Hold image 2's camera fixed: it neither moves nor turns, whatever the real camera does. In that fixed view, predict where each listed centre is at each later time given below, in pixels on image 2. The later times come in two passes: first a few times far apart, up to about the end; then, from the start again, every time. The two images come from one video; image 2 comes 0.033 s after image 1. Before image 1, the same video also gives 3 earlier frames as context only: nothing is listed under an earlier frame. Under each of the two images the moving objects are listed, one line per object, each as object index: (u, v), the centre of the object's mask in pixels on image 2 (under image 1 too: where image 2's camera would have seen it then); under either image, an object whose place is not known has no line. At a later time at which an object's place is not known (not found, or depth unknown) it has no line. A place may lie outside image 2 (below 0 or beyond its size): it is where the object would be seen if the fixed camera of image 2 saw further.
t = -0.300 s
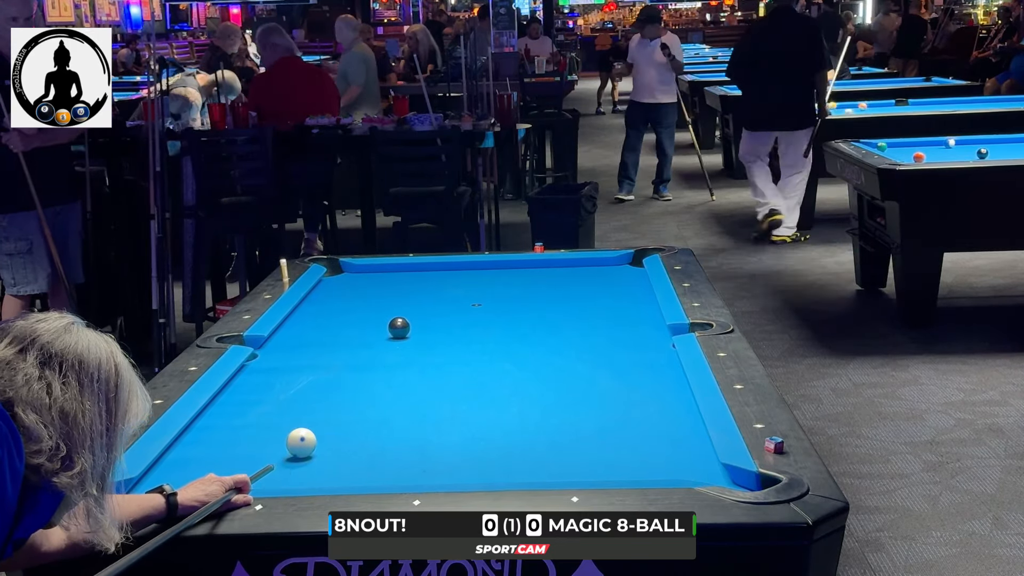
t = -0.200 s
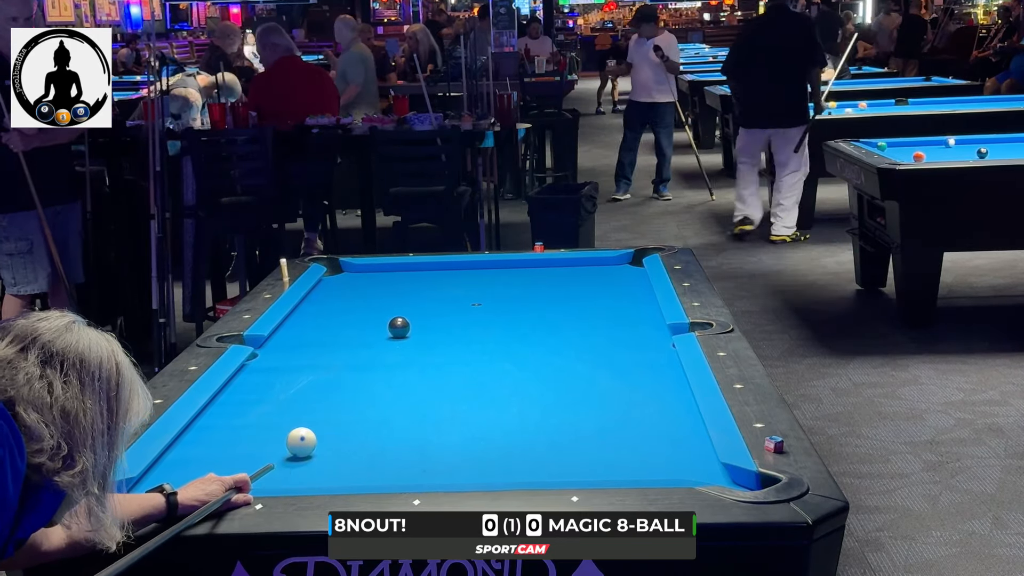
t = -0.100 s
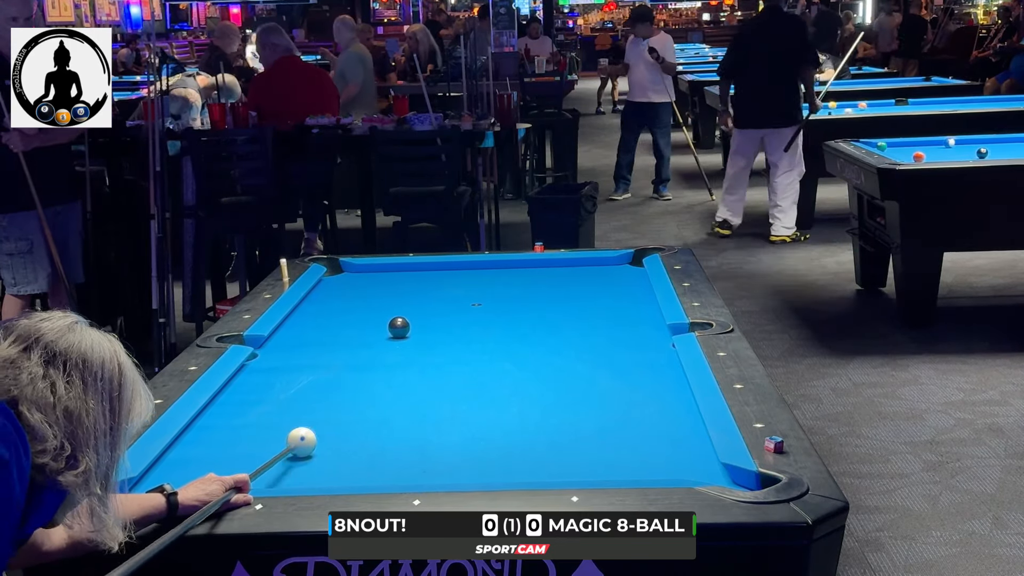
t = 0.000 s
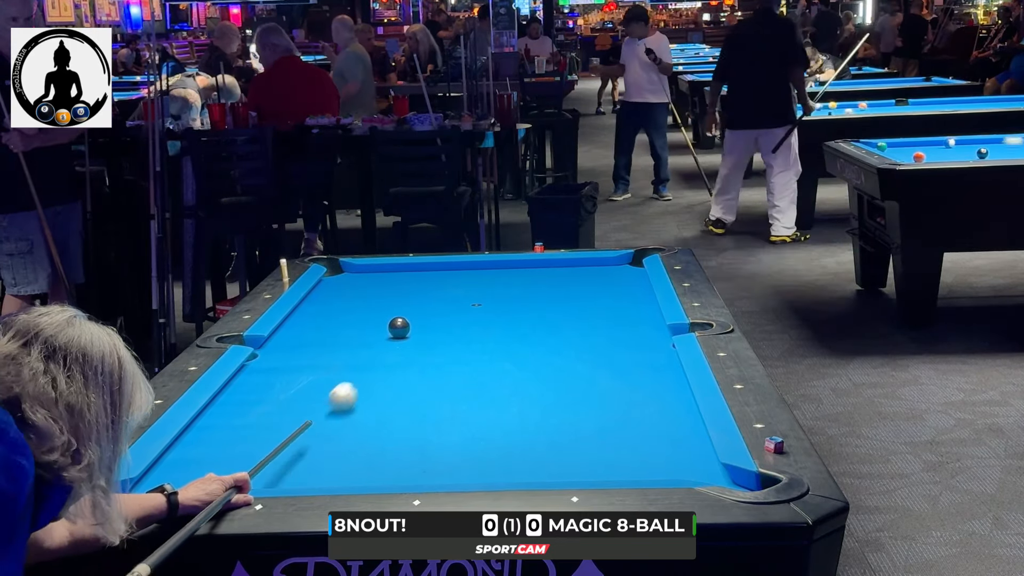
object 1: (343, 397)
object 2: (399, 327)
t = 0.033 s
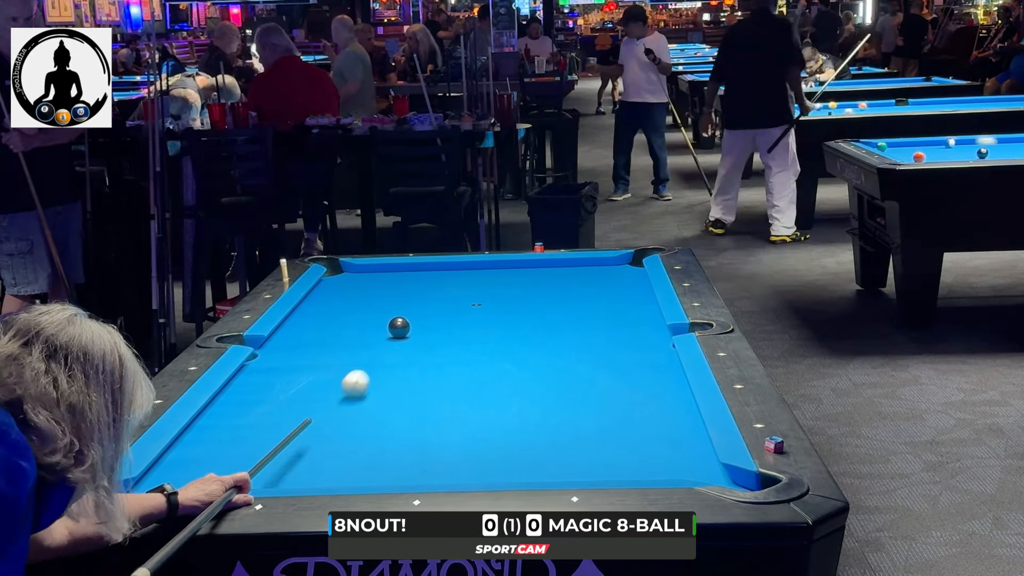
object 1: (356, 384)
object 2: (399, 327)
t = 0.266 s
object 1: (423, 330)
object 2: (391, 320)
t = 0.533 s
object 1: (510, 310)
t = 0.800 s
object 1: (582, 291)
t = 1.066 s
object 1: (635, 274)
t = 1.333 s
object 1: (599, 267)
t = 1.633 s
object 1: (565, 263)
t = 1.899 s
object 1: (535, 269)
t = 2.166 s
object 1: (506, 275)
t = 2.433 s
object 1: (476, 280)
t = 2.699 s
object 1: (447, 286)
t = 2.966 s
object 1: (419, 291)
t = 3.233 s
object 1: (392, 296)
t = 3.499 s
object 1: (366, 301)
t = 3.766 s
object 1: (340, 306)
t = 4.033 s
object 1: (316, 310)
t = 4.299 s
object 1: (301, 313)
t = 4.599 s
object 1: (311, 315)
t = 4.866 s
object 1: (318, 317)
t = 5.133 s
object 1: (324, 318)
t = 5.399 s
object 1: (329, 319)
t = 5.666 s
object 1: (332, 319)
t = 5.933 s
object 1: (333, 320)
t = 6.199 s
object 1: (334, 320)
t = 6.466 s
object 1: (334, 320)
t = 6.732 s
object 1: (334, 320)
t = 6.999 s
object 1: (334, 320)
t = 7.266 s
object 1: (334, 320)
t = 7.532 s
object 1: (334, 320)
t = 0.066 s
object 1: (366, 372)
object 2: (399, 327)
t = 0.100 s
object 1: (376, 362)
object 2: (399, 327)
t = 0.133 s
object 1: (385, 353)
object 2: (399, 327)
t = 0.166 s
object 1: (393, 344)
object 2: (399, 325)
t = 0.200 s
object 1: (401, 336)
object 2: (397, 322)
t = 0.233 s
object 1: (411, 331)
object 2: (394, 324)
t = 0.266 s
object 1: (423, 330)
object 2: (391, 320)
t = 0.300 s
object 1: (436, 328)
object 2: (386, 315)
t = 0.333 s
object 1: (448, 326)
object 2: (382, 311)
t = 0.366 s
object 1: (459, 323)
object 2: (378, 306)
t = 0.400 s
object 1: (470, 321)
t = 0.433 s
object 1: (480, 318)
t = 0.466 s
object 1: (490, 315)
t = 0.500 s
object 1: (500, 313)
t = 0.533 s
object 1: (510, 310)
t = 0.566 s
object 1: (520, 308)
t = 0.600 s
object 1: (529, 306)
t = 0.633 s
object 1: (538, 303)
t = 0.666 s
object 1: (547, 300)
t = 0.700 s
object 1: (556, 298)
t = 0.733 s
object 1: (564, 295)
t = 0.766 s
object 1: (573, 293)
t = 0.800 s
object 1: (582, 291)
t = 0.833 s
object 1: (590, 289)
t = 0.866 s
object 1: (598, 287)
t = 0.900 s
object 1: (606, 284)
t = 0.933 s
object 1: (614, 282)
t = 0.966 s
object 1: (622, 280)
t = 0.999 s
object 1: (629, 278)
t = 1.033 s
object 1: (637, 276)
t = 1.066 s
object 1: (635, 274)
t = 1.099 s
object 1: (629, 274)
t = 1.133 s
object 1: (625, 273)
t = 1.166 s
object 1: (621, 272)
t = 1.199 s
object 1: (616, 271)
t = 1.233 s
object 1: (612, 270)
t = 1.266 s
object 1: (608, 269)
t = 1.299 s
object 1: (604, 268)
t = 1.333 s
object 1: (599, 267)
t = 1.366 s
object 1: (596, 266)
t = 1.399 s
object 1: (591, 265)
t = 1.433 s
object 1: (588, 264)
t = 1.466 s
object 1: (584, 263)
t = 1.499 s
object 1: (580, 262)
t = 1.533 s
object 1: (576, 262)
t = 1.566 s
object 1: (572, 262)
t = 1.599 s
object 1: (569, 262)
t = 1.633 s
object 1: (565, 263)
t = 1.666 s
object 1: (561, 264)
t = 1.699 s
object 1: (557, 265)
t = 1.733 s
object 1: (554, 266)
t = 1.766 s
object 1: (550, 266)
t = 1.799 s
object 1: (546, 267)
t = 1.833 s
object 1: (542, 268)
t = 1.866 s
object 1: (539, 268)
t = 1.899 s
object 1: (535, 269)
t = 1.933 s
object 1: (531, 270)
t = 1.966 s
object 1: (528, 271)
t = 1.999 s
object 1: (524, 271)
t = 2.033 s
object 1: (520, 272)
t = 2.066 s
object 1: (516, 273)
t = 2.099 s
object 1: (513, 274)
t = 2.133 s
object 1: (509, 274)
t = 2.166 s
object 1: (506, 275)
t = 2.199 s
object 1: (502, 276)
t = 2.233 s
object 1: (498, 276)
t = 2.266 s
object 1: (494, 277)
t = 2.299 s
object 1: (491, 278)
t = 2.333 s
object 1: (487, 279)
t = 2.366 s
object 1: (483, 279)
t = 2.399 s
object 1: (480, 280)
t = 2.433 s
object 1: (476, 280)
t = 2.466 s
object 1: (472, 281)
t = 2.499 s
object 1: (469, 282)
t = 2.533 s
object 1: (466, 282)
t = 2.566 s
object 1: (462, 283)
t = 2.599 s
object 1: (458, 284)
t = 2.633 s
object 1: (455, 285)
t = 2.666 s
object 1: (451, 285)
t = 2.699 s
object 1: (447, 286)
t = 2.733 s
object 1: (444, 287)
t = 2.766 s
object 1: (440, 287)
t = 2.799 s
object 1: (437, 288)
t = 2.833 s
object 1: (434, 288)
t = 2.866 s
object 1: (430, 289)
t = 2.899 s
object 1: (426, 290)
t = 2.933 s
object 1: (423, 290)
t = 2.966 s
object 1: (419, 291)
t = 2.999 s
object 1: (416, 292)
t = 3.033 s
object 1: (413, 292)
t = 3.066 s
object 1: (409, 293)
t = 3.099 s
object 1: (406, 294)
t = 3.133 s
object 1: (402, 294)
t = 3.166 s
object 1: (399, 295)
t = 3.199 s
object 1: (396, 295)
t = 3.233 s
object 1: (392, 296)
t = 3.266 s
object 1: (389, 297)
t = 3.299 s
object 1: (385, 297)
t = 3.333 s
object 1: (382, 298)
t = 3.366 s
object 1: (379, 298)
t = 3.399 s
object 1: (375, 299)
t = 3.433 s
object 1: (372, 300)
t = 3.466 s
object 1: (369, 300)
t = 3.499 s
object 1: (366, 301)
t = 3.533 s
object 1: (363, 301)
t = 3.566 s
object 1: (359, 302)
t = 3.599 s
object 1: (356, 302)
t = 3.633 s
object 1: (353, 303)
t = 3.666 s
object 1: (350, 304)
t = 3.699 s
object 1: (347, 304)
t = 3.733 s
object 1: (343, 305)
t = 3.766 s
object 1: (340, 306)
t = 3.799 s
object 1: (337, 306)
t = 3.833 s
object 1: (334, 307)
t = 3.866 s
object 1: (331, 307)
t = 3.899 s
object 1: (328, 308)
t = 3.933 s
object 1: (325, 308)
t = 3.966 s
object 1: (322, 309)
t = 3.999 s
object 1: (319, 310)
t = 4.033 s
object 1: (316, 310)
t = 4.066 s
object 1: (313, 311)
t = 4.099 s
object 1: (310, 311)
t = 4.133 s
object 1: (307, 311)
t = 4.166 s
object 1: (304, 312)
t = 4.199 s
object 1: (302, 312)
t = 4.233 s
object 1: (299, 313)
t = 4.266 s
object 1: (300, 313)
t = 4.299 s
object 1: (301, 313)
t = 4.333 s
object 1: (302, 313)
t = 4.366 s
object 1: (303, 314)
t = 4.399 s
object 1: (304, 314)
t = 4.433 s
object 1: (305, 314)
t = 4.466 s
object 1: (306, 314)
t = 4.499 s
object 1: (308, 315)
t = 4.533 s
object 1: (309, 315)
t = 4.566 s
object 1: (310, 315)
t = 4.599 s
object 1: (311, 315)
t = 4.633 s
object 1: (312, 316)
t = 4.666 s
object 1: (313, 316)
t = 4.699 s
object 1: (314, 316)
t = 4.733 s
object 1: (315, 316)
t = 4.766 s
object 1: (316, 316)
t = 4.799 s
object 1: (316, 316)
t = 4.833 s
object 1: (317, 317)
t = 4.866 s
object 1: (318, 317)
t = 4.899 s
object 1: (319, 317)
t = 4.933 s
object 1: (320, 317)
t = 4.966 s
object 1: (321, 317)
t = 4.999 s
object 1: (321, 317)
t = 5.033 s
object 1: (322, 317)
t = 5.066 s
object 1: (323, 318)
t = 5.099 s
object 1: (323, 318)
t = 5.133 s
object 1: (324, 318)
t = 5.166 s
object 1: (325, 318)
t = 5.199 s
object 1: (325, 318)
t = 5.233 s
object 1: (326, 318)
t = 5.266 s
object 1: (327, 318)
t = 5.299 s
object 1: (327, 318)
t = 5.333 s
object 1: (328, 318)
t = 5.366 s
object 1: (328, 318)
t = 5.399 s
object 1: (329, 319)
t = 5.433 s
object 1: (329, 319)
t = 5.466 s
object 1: (329, 319)
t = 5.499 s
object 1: (330, 319)
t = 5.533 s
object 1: (330, 319)
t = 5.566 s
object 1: (331, 319)
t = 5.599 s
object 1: (331, 319)
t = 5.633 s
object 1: (331, 320)
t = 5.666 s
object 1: (332, 319)
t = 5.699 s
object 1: (332, 320)
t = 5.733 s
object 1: (332, 320)
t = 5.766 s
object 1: (332, 320)
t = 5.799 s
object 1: (333, 320)
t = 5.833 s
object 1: (333, 320)
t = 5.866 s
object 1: (333, 320)
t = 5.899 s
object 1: (333, 320)
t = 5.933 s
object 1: (333, 320)
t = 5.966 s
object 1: (334, 320)
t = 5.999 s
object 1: (334, 320)
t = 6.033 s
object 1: (334, 320)
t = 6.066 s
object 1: (334, 320)
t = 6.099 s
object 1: (334, 320)
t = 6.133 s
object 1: (334, 320)
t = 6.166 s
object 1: (334, 320)
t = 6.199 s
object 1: (334, 320)
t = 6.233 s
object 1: (334, 320)
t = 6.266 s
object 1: (334, 320)
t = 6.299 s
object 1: (334, 320)
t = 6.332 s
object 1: (334, 320)
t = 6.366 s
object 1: (334, 320)
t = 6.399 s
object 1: (334, 320)
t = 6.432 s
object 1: (334, 320)
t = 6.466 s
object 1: (334, 320)
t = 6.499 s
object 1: (334, 320)
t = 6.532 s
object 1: (334, 320)
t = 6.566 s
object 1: (334, 320)
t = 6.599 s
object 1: (334, 320)
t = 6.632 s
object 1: (334, 320)
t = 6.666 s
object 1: (334, 320)
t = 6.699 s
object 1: (334, 320)
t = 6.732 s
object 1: (334, 320)
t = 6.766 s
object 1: (334, 320)
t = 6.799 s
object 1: (334, 320)
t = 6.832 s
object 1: (334, 320)
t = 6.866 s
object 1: (334, 320)
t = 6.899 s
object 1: (334, 320)
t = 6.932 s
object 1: (334, 320)
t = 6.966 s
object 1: (334, 320)
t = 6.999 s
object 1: (334, 320)
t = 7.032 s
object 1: (334, 320)
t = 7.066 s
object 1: (334, 320)
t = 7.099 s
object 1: (334, 320)
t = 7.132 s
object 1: (334, 320)
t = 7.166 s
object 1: (334, 320)
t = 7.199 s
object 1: (334, 320)
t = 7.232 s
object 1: (334, 320)
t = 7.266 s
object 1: (334, 320)
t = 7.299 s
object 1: (334, 320)
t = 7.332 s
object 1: (334, 320)
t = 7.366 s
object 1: (334, 320)
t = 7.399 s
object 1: (334, 320)
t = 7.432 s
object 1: (334, 320)
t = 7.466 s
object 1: (334, 320)
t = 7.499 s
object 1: (334, 320)
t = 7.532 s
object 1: (334, 320)
